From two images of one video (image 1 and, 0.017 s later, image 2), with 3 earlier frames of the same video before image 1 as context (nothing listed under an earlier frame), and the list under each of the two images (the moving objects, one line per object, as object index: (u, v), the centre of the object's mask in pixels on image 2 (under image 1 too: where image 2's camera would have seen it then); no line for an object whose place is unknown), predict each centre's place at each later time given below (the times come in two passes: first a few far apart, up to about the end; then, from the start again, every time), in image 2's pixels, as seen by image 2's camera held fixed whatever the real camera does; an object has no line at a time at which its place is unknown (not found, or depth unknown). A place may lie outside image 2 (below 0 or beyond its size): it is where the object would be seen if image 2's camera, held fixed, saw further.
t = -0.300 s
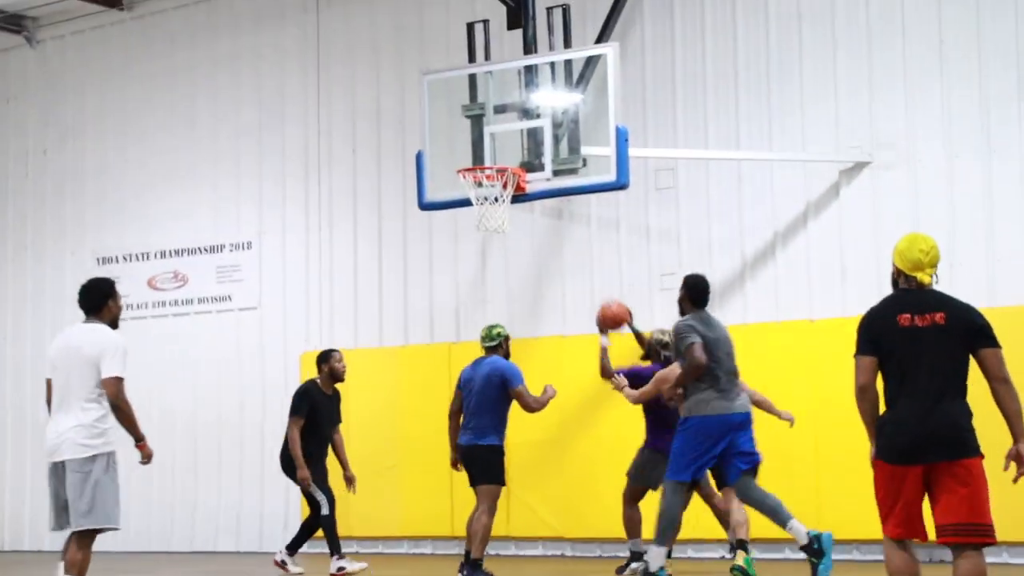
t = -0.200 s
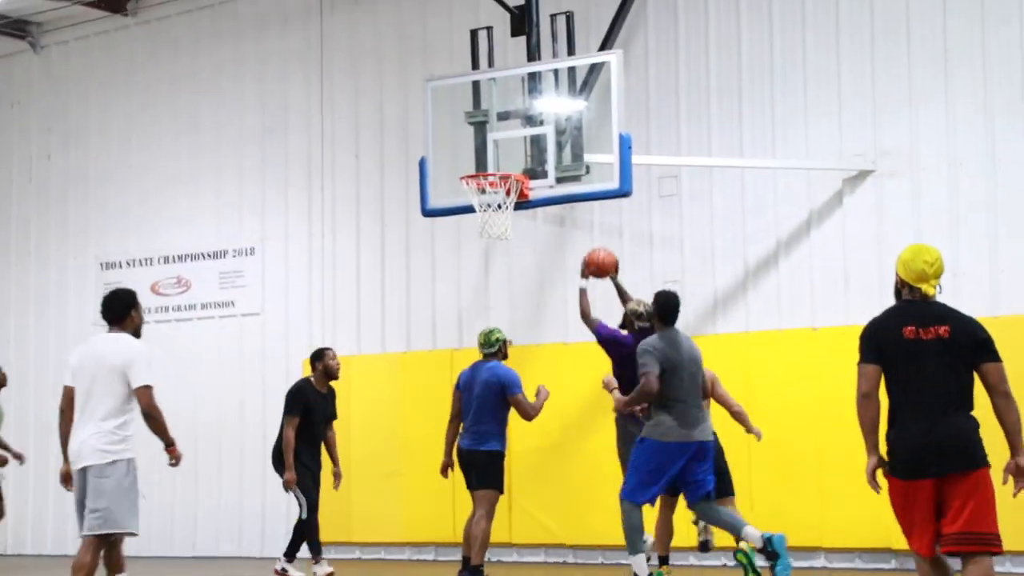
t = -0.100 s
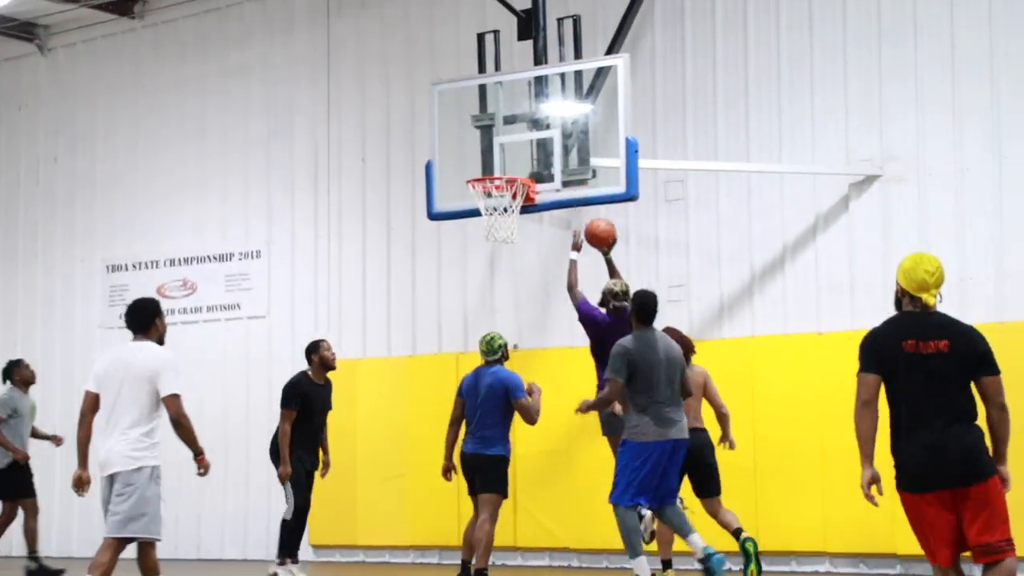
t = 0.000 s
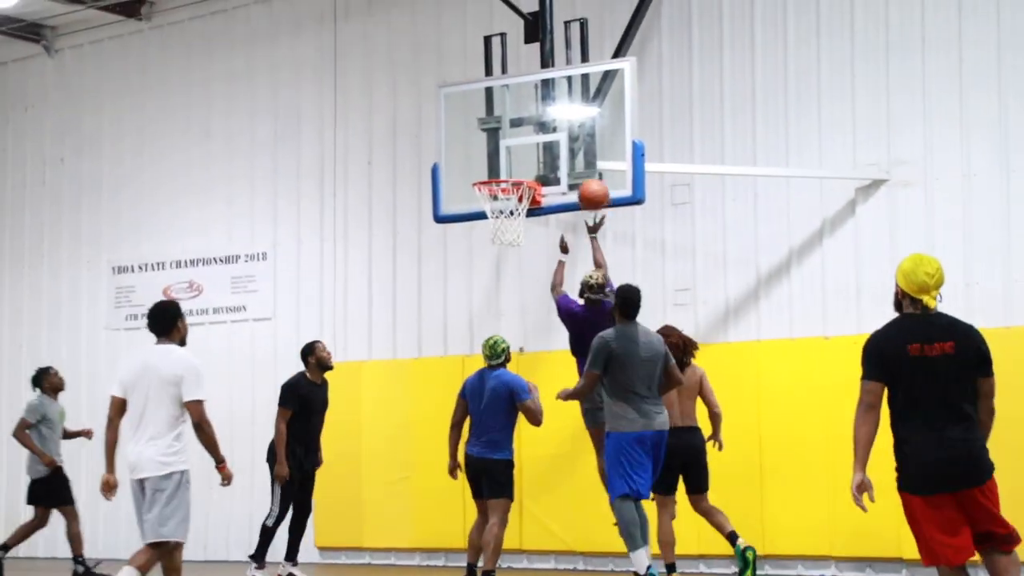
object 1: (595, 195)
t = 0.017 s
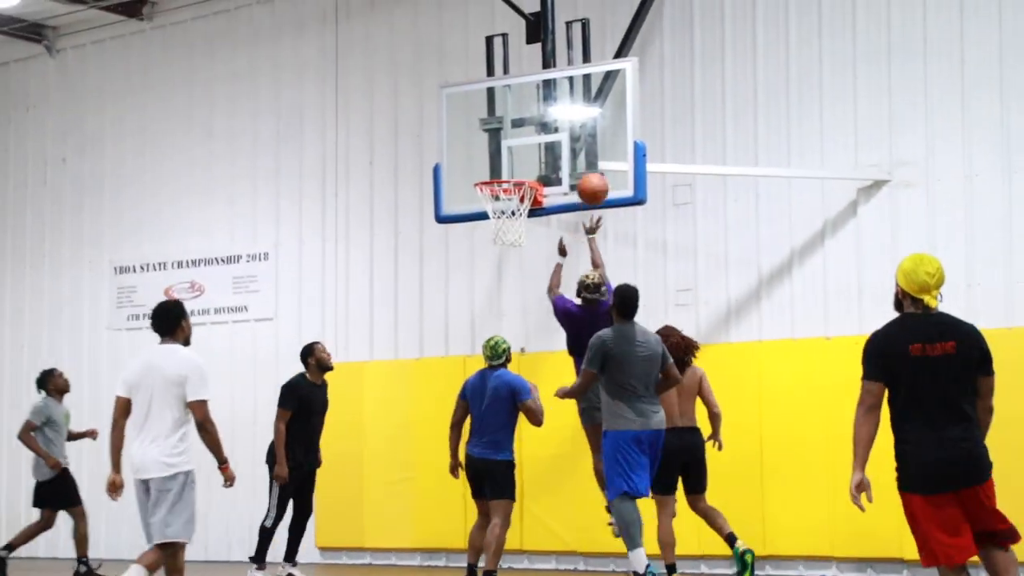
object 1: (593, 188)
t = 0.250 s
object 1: (554, 141)
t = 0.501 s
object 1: (498, 174)
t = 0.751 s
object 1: (499, 244)
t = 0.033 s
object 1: (590, 182)
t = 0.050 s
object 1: (588, 176)
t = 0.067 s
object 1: (586, 171)
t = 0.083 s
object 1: (584, 165)
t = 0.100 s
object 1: (582, 161)
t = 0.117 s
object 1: (580, 156)
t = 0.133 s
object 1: (577, 152)
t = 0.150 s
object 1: (576, 149)
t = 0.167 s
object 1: (573, 146)
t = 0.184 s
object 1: (569, 145)
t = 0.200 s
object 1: (567, 144)
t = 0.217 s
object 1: (562, 142)
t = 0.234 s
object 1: (558, 142)
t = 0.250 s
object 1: (554, 141)
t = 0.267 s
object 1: (550, 142)
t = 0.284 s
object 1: (546, 142)
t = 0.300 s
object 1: (543, 143)
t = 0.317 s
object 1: (539, 145)
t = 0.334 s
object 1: (535, 146)
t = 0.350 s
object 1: (532, 148)
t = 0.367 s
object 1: (528, 150)
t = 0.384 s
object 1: (525, 153)
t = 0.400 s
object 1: (521, 156)
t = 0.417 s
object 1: (517, 159)
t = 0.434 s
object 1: (514, 163)
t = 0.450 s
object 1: (509, 166)
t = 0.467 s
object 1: (506, 169)
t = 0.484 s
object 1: (502, 171)
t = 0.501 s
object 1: (498, 174)
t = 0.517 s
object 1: (495, 182)
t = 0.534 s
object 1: (492, 193)
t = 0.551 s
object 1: (491, 198)
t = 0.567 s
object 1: (488, 203)
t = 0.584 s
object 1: (488, 206)
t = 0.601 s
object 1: (488, 211)
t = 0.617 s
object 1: (489, 215)
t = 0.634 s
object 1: (489, 218)
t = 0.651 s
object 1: (490, 219)
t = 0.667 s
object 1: (492, 224)
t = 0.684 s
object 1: (492, 235)
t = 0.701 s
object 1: (493, 237)
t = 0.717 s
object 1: (496, 239)
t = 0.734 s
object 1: (498, 241)
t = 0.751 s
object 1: (499, 244)
